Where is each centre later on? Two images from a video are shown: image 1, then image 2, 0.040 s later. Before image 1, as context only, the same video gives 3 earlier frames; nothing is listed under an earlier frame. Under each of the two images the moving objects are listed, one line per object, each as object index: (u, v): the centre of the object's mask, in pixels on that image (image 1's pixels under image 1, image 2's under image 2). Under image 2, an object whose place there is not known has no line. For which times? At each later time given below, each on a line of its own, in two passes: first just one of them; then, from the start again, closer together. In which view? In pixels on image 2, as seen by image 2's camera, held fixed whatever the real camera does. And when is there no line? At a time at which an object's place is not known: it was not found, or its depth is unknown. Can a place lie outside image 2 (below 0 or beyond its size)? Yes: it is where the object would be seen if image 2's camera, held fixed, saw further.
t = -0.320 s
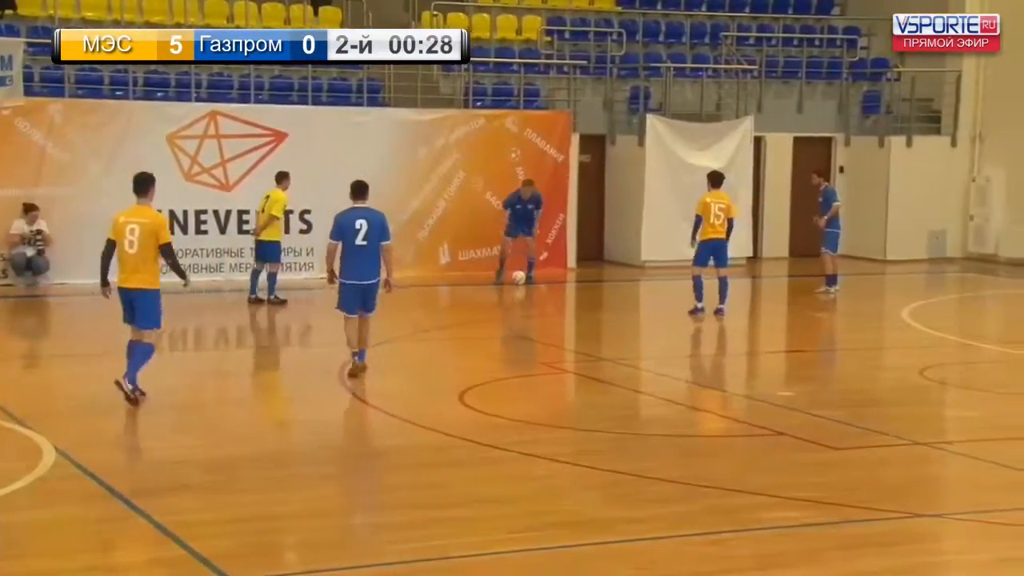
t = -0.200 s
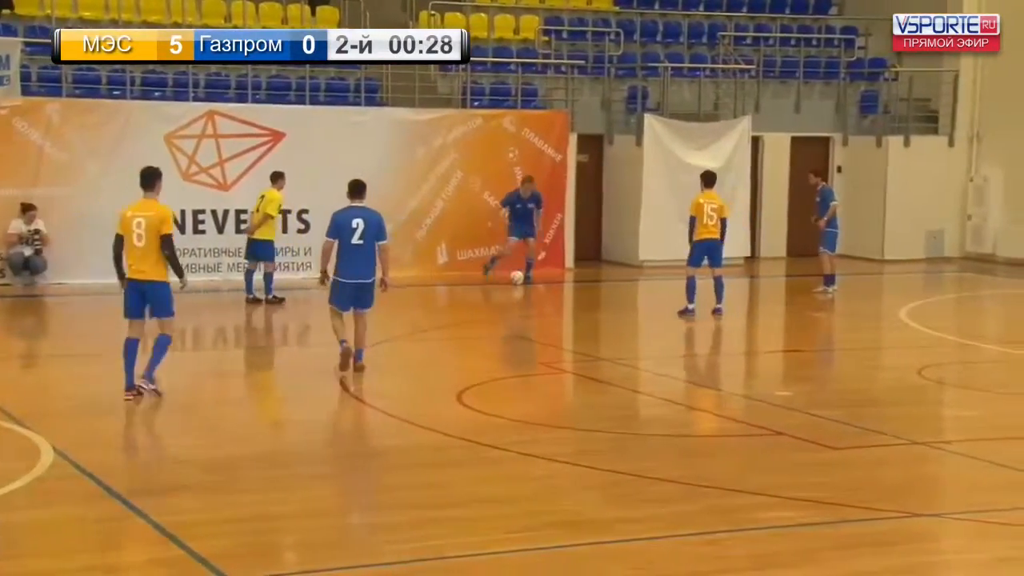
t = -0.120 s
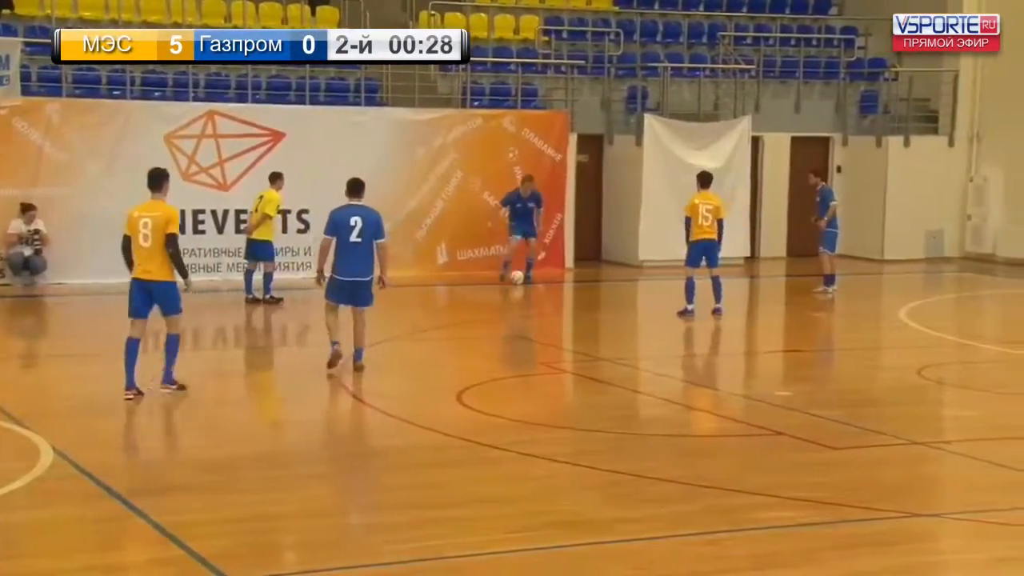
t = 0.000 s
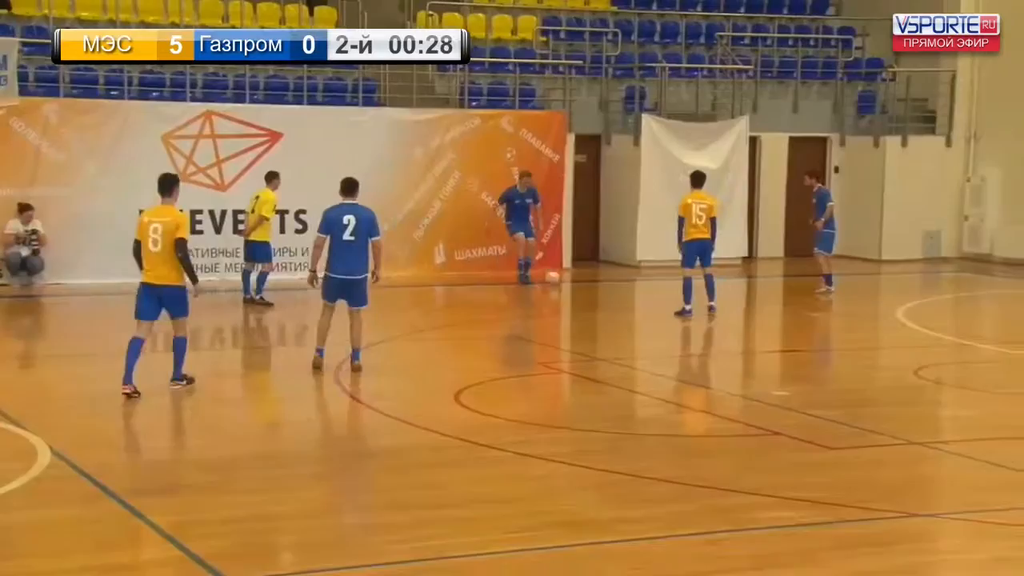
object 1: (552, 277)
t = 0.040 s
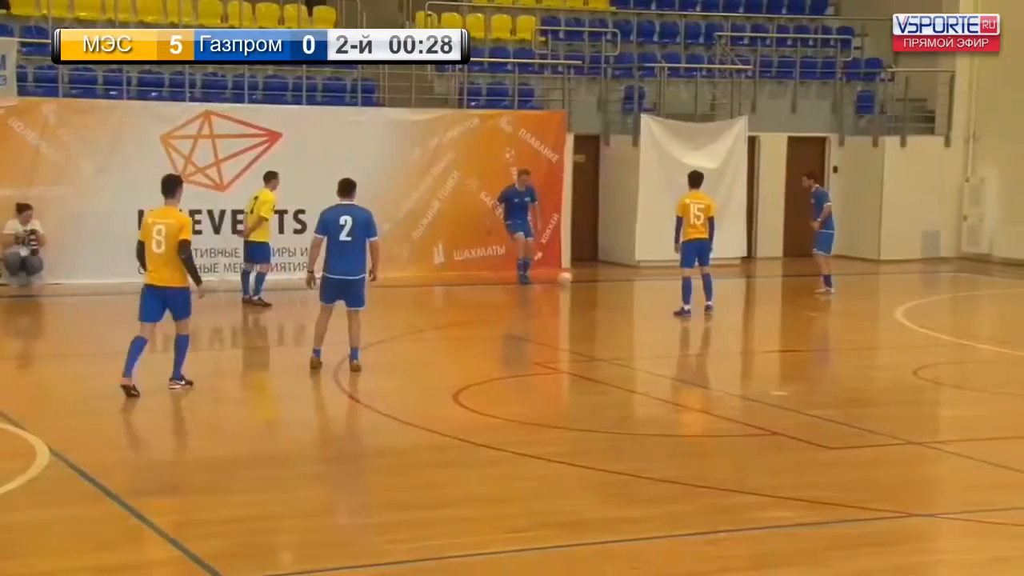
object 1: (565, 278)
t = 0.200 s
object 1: (612, 278)
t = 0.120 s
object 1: (589, 278)
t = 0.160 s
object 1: (600, 278)
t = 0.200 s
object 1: (612, 278)
